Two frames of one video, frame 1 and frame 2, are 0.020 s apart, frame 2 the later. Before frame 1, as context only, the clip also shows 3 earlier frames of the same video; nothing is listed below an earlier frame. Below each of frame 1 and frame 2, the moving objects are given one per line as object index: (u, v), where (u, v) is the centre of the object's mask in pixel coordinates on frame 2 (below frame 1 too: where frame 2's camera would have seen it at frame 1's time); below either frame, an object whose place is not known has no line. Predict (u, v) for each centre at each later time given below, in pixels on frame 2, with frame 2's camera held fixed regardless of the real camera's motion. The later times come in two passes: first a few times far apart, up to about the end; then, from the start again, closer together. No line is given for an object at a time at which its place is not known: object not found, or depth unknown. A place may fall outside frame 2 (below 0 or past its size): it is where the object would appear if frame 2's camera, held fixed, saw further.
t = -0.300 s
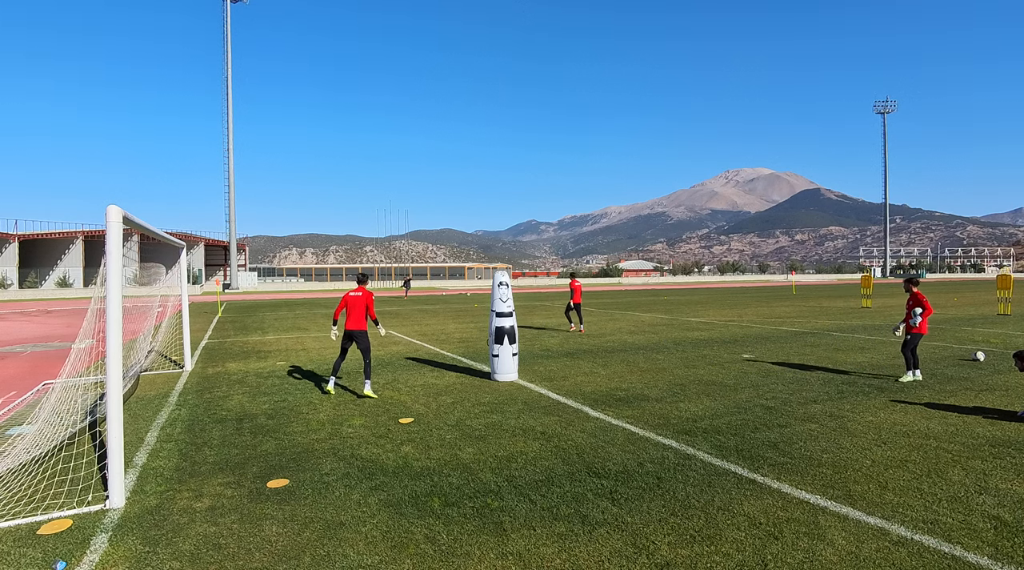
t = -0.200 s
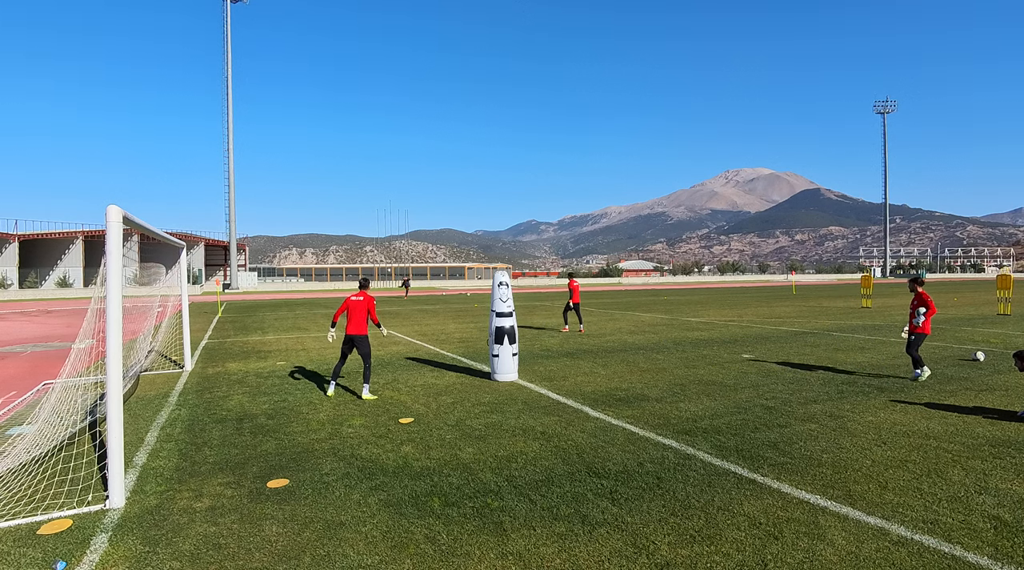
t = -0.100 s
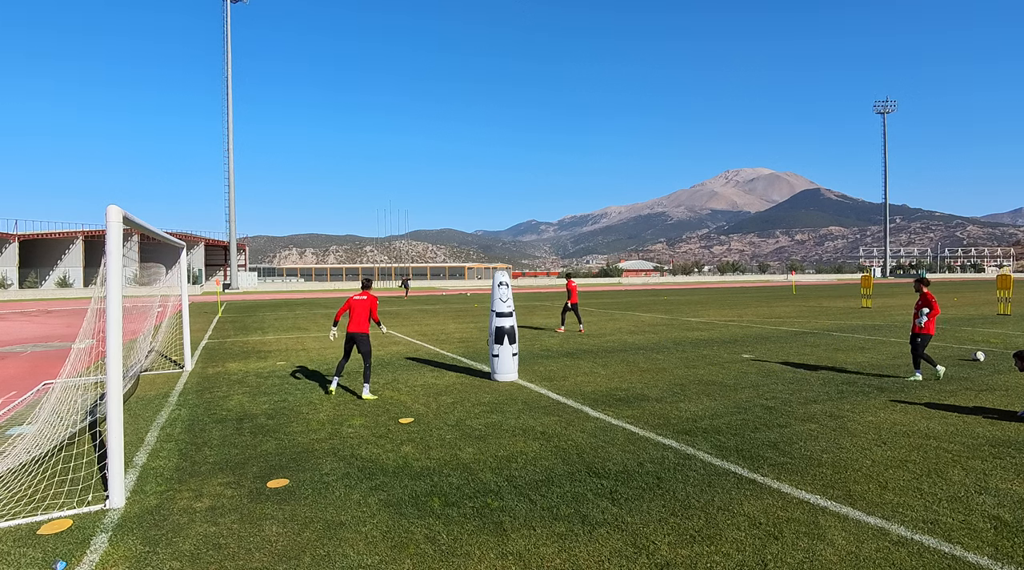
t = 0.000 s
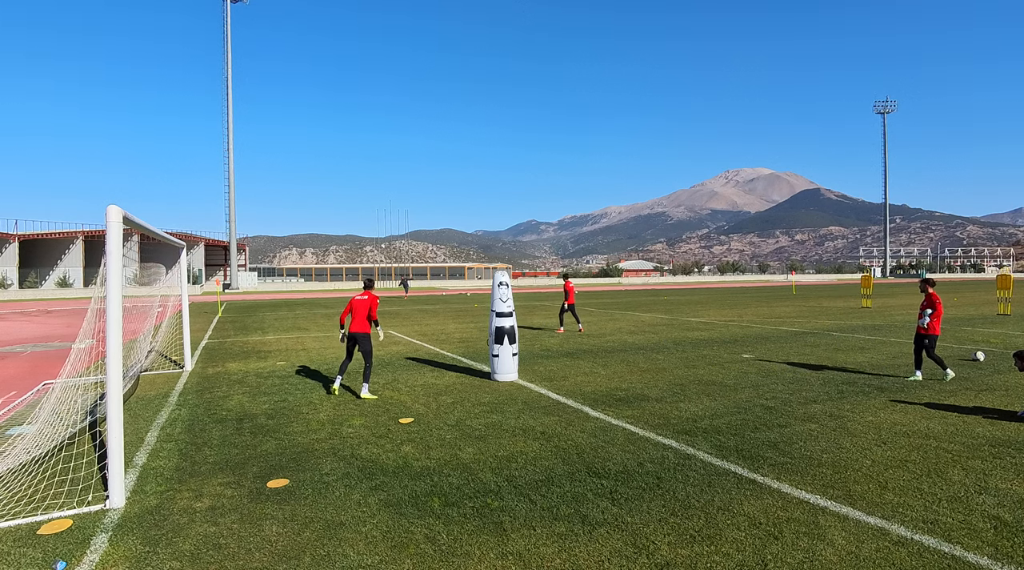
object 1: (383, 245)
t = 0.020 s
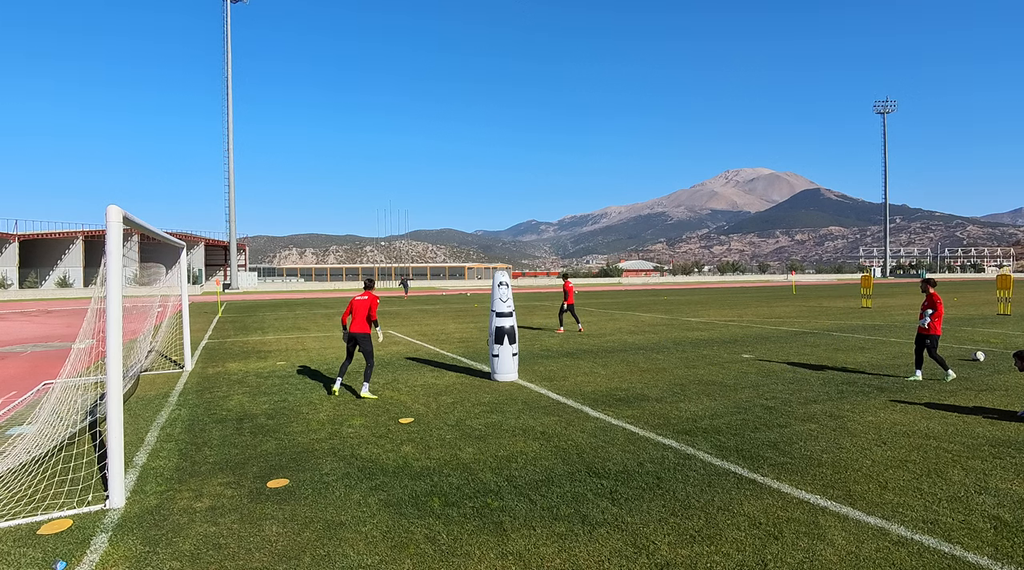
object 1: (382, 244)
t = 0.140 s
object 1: (380, 229)
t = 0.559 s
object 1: (386, 186)
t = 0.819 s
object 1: (401, 168)
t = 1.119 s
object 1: (436, 166)
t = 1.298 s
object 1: (469, 180)
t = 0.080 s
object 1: (381, 236)
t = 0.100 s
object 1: (380, 234)
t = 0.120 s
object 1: (380, 232)
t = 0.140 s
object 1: (380, 229)
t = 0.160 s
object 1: (380, 227)
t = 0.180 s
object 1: (380, 224)
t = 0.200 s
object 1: (380, 222)
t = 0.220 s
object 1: (379, 220)
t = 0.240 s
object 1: (380, 218)
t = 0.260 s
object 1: (380, 216)
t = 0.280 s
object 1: (380, 213)
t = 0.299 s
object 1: (380, 211)
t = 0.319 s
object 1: (380, 209)
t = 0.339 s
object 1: (380, 207)
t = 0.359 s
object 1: (380, 205)
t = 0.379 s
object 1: (381, 203)
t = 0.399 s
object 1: (381, 201)
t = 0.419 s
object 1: (381, 199)
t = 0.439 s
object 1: (382, 197)
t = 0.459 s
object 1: (383, 195)
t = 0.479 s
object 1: (383, 193)
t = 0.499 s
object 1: (384, 191)
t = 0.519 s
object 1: (384, 189)
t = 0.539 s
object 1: (385, 187)
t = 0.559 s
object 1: (386, 186)
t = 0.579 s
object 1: (387, 184)
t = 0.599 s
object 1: (387, 183)
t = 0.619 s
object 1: (388, 181)
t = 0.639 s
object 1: (389, 179)
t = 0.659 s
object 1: (390, 178)
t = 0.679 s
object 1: (392, 177)
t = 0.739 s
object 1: (395, 173)
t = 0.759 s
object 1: (397, 172)
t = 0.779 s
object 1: (398, 170)
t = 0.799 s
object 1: (399, 169)
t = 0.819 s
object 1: (401, 168)
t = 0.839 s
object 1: (403, 167)
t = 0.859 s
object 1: (404, 167)
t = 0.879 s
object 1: (406, 166)
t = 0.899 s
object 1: (408, 165)
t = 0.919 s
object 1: (410, 165)
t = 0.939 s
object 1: (412, 164)
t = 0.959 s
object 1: (414, 164)
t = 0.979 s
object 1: (417, 164)
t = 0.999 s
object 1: (419, 164)
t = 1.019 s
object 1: (421, 164)
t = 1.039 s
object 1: (424, 164)
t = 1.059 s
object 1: (427, 164)
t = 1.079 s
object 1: (429, 165)
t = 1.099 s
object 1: (432, 165)
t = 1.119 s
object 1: (436, 166)
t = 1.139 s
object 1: (439, 167)
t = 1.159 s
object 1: (442, 168)
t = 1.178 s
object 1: (446, 169)
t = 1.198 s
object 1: (449, 170)
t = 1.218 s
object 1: (453, 172)
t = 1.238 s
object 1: (457, 173)
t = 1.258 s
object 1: (461, 175)
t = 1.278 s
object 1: (465, 177)
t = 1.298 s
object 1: (469, 180)
